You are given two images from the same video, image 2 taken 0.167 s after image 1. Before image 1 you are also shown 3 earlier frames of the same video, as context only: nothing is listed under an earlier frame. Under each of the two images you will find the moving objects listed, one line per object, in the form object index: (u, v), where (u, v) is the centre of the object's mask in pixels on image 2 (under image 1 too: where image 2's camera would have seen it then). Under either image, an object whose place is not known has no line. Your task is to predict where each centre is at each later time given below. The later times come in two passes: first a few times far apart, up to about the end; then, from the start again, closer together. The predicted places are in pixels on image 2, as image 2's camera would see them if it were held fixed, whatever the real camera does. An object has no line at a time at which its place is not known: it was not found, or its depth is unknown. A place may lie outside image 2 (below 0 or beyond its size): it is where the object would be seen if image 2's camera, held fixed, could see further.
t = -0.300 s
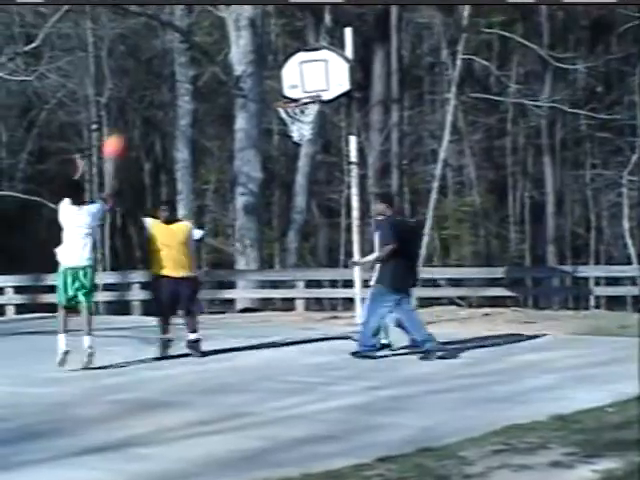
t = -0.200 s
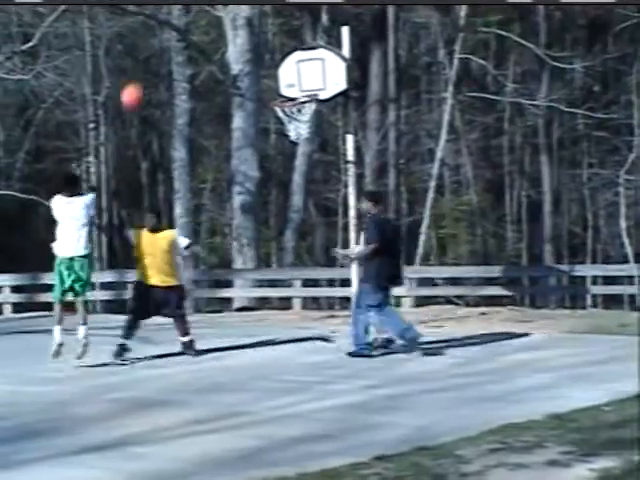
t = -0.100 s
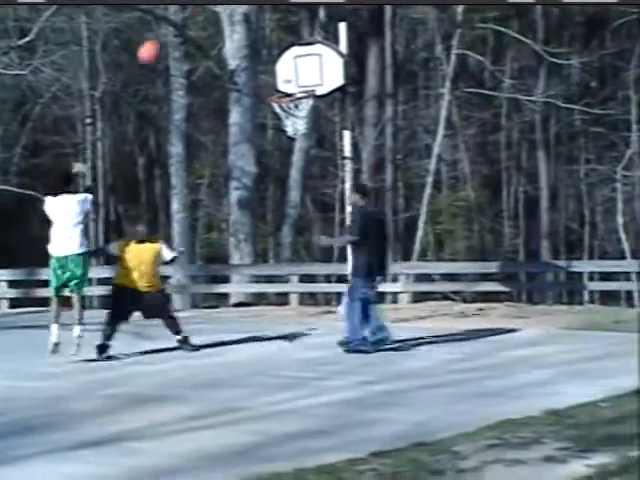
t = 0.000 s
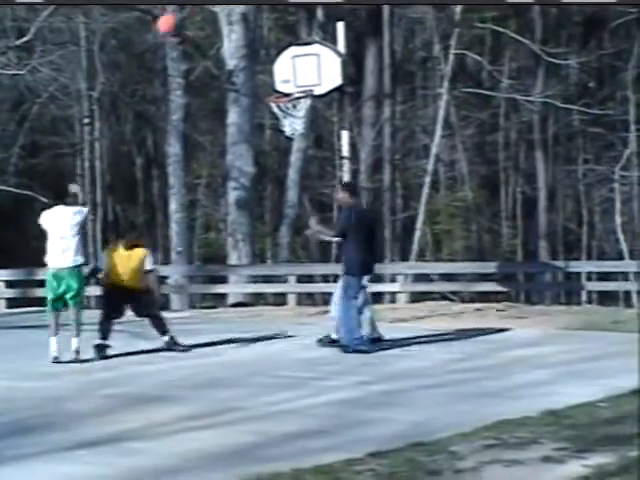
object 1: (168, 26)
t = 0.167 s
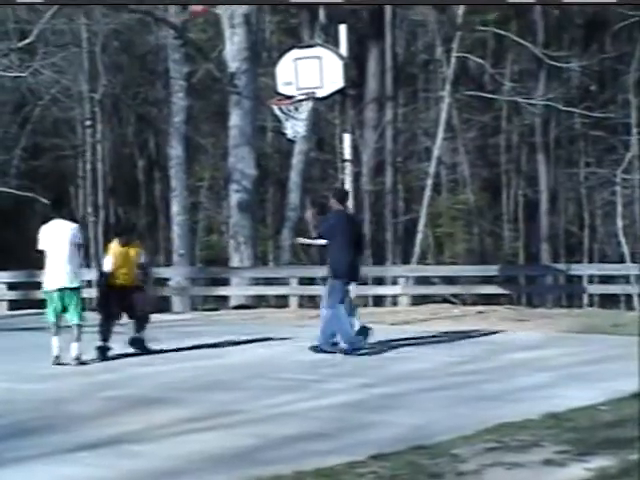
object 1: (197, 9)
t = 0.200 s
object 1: (204, 8)
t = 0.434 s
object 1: (248, 20)
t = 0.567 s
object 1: (268, 46)
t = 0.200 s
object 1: (204, 8)
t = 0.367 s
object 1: (236, 14)
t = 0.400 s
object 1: (245, 18)
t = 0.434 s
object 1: (248, 20)
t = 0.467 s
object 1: (249, 22)
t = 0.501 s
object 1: (258, 30)
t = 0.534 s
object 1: (262, 37)
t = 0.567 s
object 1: (268, 46)
